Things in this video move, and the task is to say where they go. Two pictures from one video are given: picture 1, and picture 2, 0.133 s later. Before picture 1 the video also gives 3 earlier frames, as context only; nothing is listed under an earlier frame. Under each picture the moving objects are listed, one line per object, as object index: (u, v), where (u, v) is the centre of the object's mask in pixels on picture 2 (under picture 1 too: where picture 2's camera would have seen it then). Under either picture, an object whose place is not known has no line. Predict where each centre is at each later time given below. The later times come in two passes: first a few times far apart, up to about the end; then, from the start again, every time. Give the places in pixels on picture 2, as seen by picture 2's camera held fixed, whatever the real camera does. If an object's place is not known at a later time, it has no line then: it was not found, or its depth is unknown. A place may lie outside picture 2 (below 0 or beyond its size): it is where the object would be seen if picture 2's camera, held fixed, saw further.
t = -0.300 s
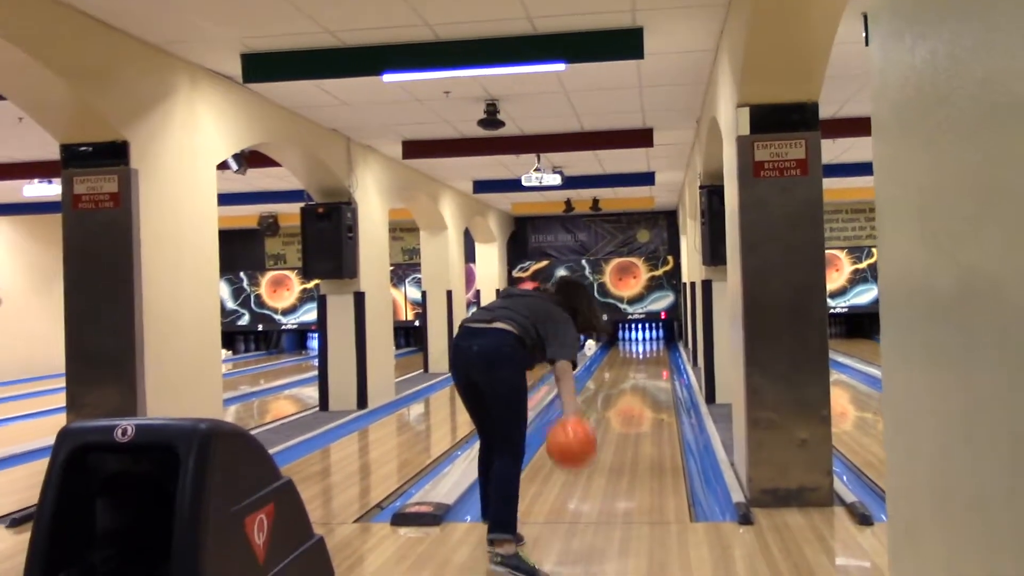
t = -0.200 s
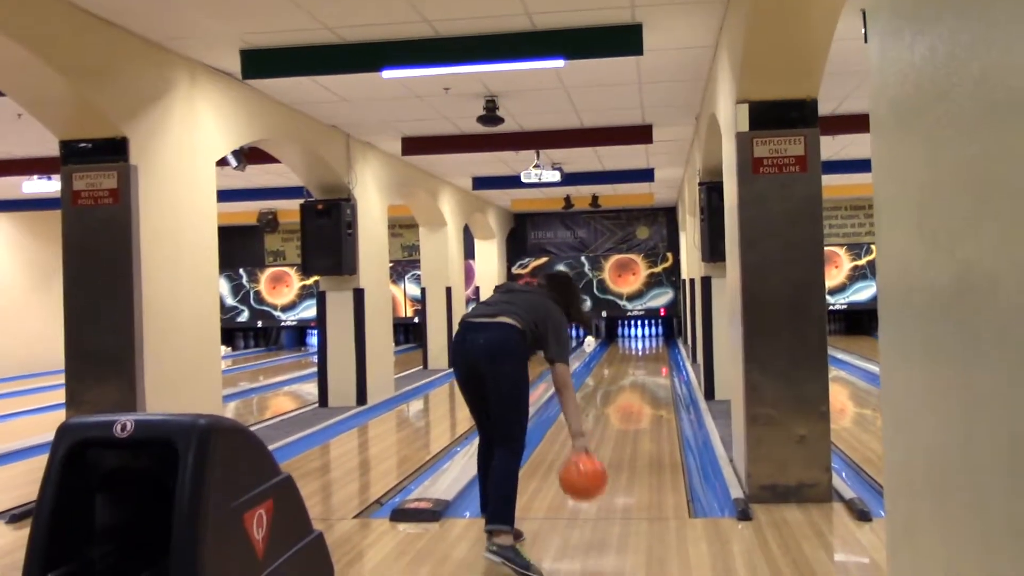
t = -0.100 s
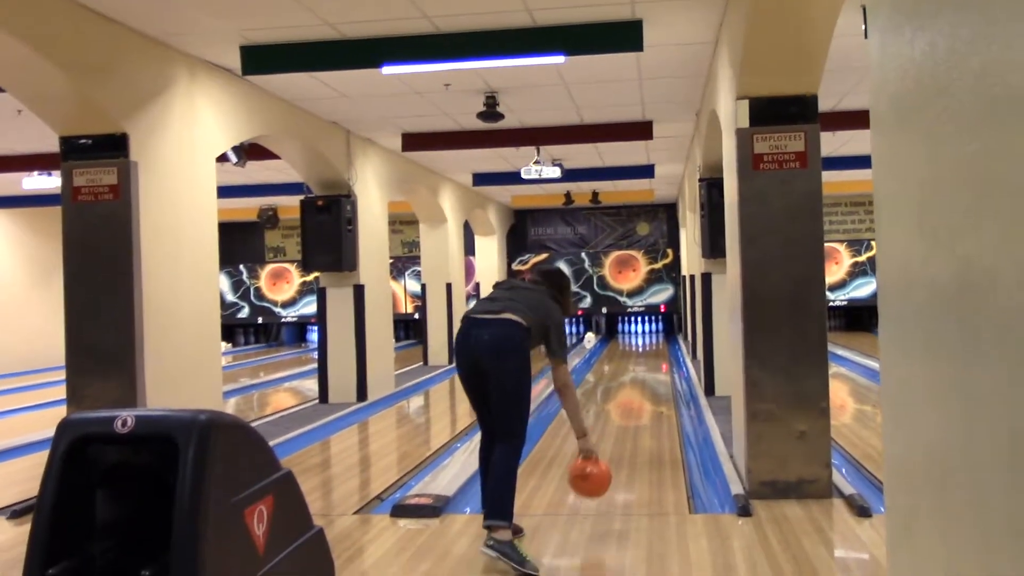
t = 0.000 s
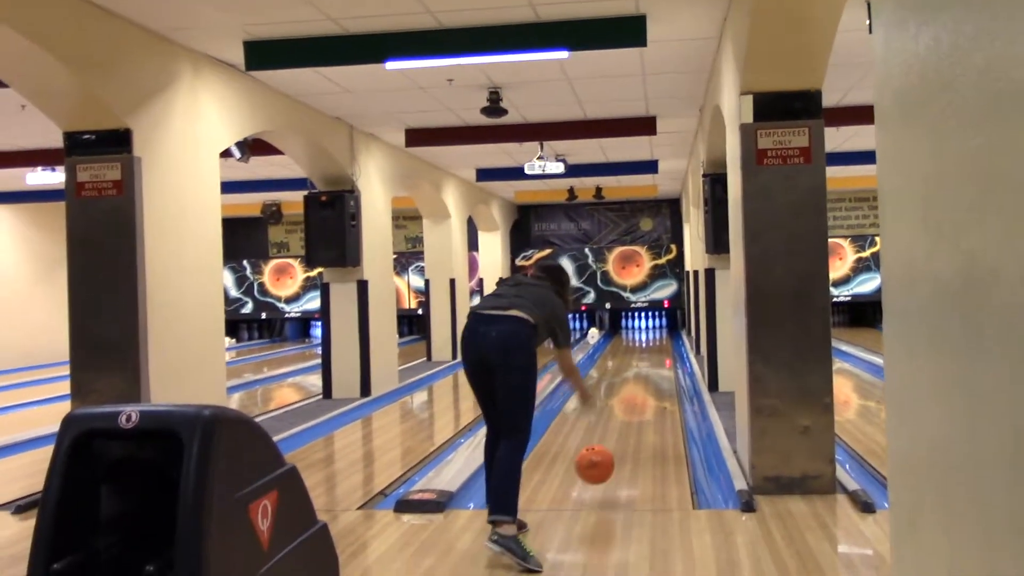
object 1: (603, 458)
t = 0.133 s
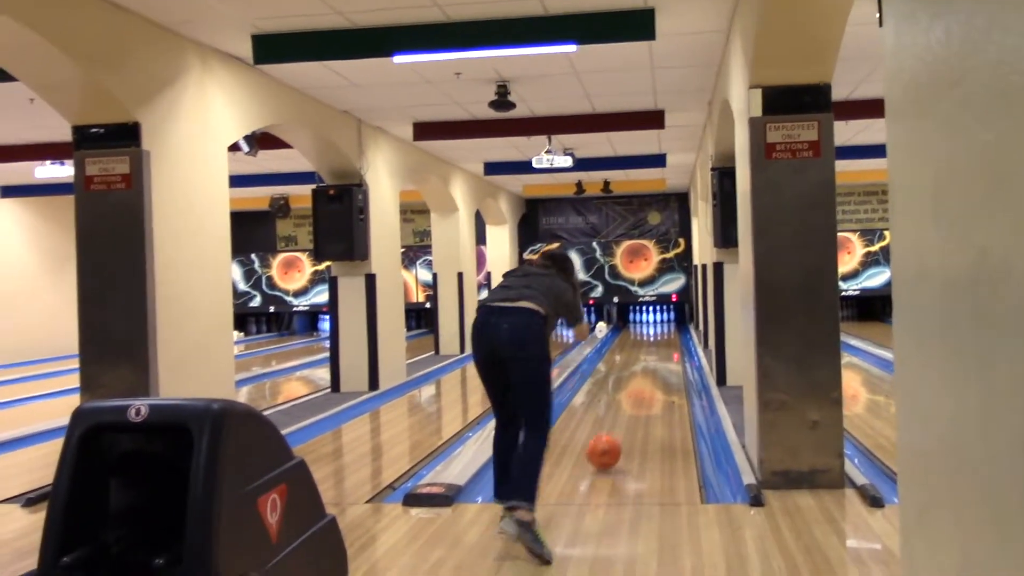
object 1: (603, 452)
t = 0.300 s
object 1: (605, 433)
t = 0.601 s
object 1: (606, 405)
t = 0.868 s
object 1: (606, 387)
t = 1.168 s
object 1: (606, 372)
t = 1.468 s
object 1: (606, 361)
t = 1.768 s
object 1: (606, 353)
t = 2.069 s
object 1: (606, 345)
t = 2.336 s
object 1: (607, 342)
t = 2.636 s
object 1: (613, 336)
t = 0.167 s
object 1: (604, 449)
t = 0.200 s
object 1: (604, 446)
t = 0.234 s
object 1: (605, 441)
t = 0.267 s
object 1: (605, 437)
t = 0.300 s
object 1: (605, 433)
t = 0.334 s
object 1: (605, 429)
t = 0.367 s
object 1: (605, 425)
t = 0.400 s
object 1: (605, 422)
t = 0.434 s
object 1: (605, 419)
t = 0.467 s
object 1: (605, 416)
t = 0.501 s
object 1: (606, 413)
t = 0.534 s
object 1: (605, 410)
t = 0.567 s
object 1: (605, 407)
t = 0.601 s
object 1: (606, 405)
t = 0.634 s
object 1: (606, 402)
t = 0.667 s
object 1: (606, 400)
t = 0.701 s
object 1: (606, 398)
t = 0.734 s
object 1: (606, 396)
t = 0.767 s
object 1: (607, 394)
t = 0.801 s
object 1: (606, 391)
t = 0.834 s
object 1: (606, 390)
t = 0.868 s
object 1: (606, 387)
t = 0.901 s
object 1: (606, 385)
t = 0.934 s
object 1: (605, 383)
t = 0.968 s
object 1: (606, 382)
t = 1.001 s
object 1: (606, 380)
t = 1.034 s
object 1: (606, 379)
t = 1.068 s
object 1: (605, 377)
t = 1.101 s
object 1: (606, 375)
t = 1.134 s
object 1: (606, 374)
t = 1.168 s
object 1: (606, 372)
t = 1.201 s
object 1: (606, 371)
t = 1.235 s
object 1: (606, 370)
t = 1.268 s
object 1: (606, 369)
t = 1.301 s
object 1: (606, 367)
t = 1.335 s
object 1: (606, 366)
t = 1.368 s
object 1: (606, 365)
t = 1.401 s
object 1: (606, 363)
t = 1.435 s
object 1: (606, 362)
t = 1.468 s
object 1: (606, 361)
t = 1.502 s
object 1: (606, 360)
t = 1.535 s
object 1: (606, 359)
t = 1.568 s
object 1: (607, 358)
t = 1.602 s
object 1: (606, 357)
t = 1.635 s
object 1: (606, 356)
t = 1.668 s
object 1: (606, 355)
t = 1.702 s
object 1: (606, 354)
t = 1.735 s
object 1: (606, 353)
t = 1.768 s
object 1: (606, 353)
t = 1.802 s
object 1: (606, 352)
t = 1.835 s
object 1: (608, 351)
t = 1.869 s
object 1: (604, 349)
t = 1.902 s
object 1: (606, 348)
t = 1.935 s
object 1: (606, 348)
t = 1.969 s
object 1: (606, 347)
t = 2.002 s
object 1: (606, 347)
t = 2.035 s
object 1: (606, 346)
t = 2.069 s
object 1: (606, 345)
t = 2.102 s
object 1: (604, 345)
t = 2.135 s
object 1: (604, 345)
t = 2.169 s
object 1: (604, 345)
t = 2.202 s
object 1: (604, 345)
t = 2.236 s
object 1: (607, 344)
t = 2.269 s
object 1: (606, 344)
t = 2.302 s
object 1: (606, 343)
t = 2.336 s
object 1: (607, 342)
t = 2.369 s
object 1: (607, 342)
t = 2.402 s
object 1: (607, 342)
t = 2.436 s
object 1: (607, 342)
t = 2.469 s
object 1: (607, 341)
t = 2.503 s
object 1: (607, 340)
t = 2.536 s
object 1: (611, 339)
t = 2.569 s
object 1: (611, 338)
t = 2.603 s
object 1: (612, 337)
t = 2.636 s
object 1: (613, 336)
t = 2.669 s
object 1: (614, 335)
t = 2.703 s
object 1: (615, 335)
